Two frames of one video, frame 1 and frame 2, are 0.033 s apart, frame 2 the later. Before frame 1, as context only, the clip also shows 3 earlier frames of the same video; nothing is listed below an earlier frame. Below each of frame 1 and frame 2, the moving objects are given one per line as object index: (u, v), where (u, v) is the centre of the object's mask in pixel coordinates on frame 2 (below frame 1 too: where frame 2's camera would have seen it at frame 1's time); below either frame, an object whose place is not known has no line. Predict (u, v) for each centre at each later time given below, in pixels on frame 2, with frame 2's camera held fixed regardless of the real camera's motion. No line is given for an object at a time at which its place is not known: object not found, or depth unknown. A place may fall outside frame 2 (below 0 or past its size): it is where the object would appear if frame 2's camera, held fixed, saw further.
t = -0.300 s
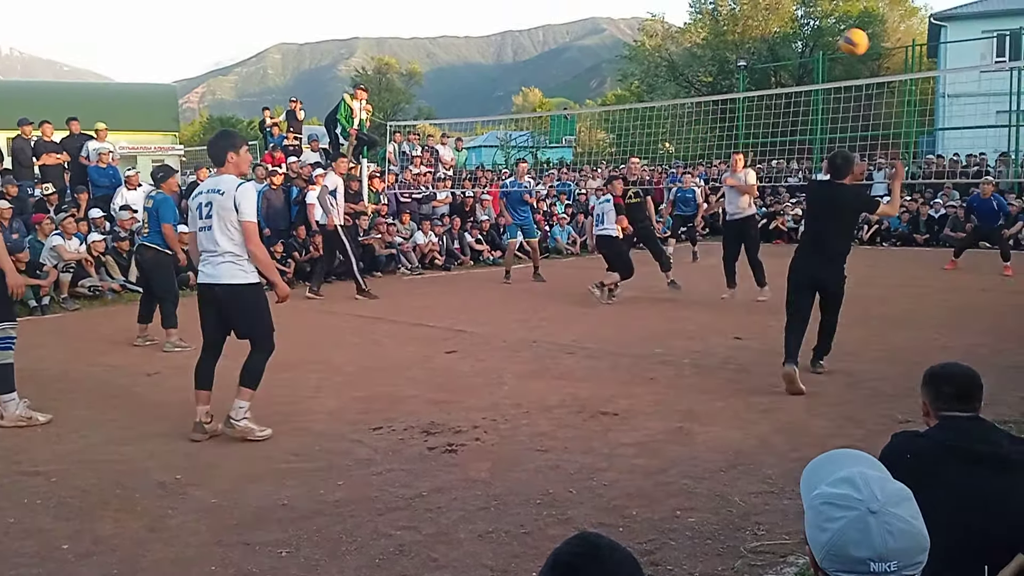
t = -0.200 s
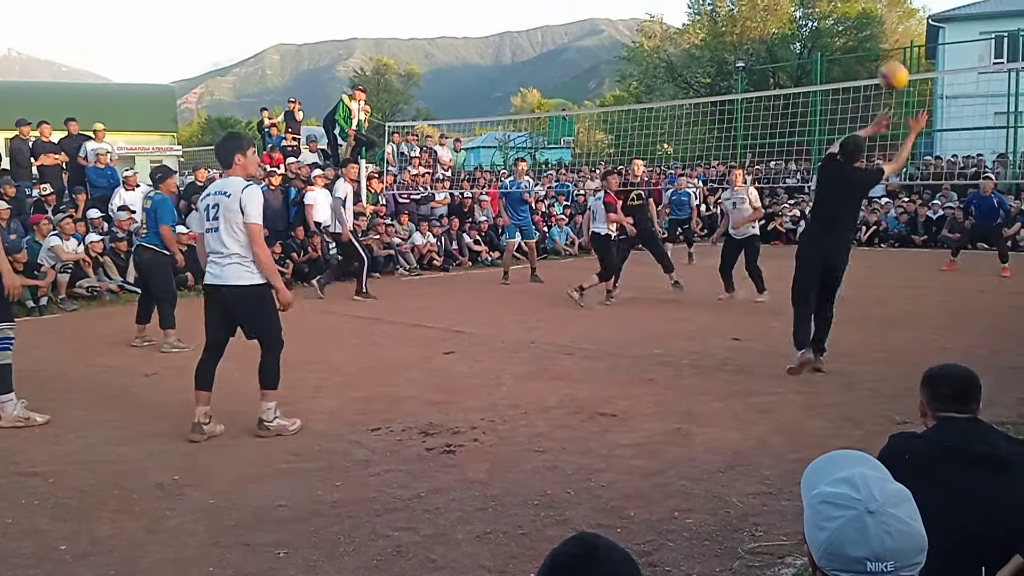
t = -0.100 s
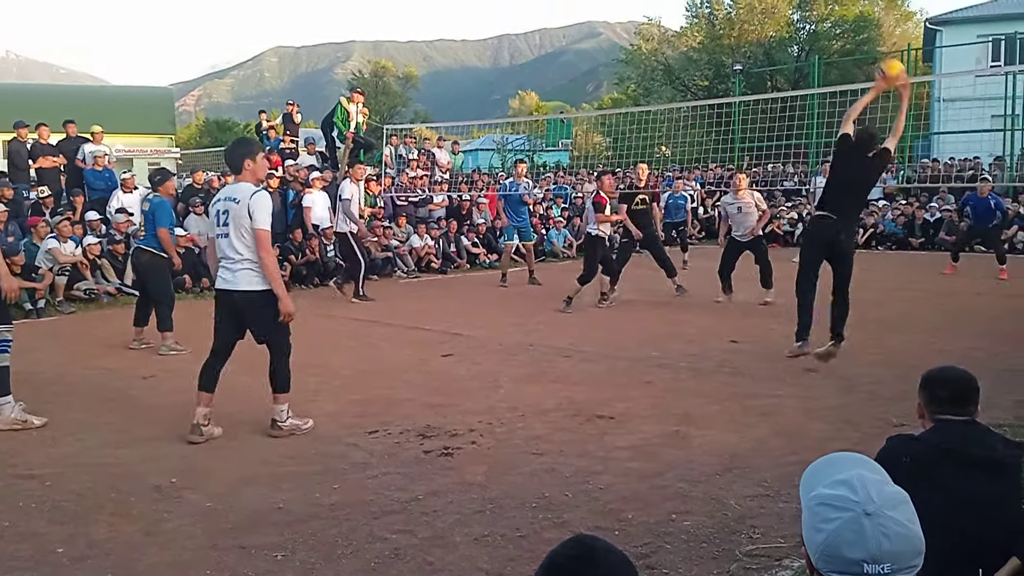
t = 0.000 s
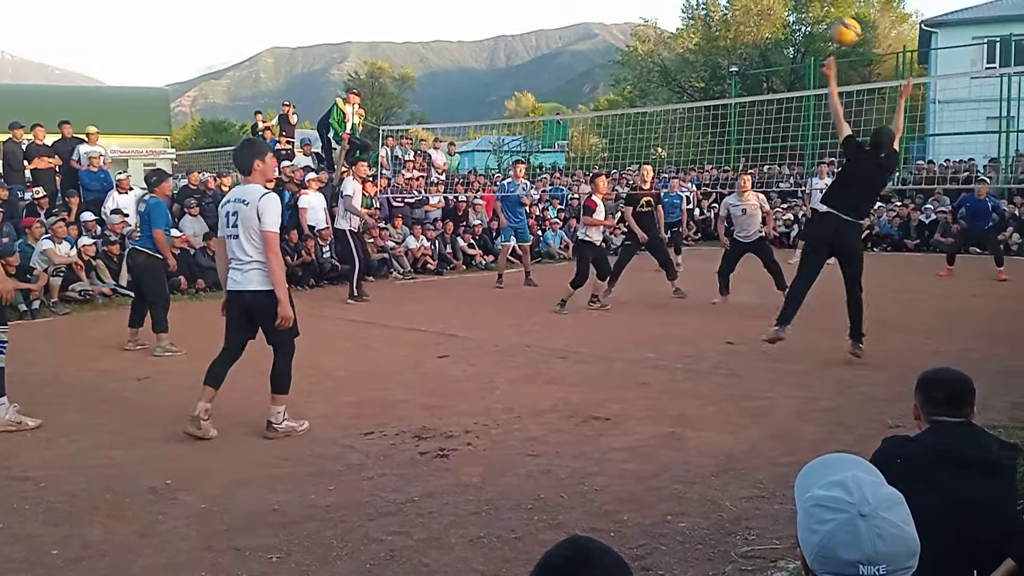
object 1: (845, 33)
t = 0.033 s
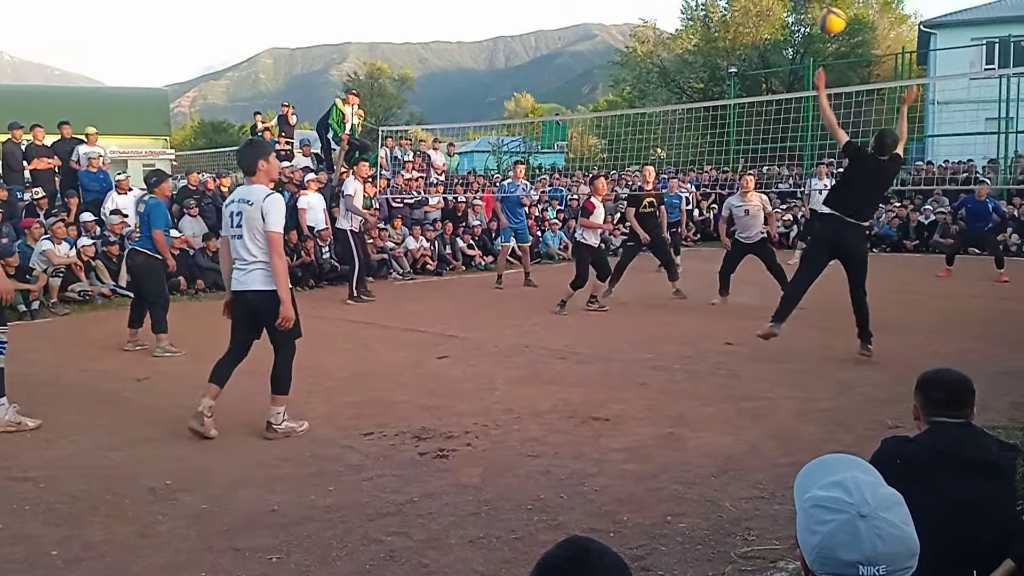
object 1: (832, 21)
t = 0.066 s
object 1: (819, 12)
